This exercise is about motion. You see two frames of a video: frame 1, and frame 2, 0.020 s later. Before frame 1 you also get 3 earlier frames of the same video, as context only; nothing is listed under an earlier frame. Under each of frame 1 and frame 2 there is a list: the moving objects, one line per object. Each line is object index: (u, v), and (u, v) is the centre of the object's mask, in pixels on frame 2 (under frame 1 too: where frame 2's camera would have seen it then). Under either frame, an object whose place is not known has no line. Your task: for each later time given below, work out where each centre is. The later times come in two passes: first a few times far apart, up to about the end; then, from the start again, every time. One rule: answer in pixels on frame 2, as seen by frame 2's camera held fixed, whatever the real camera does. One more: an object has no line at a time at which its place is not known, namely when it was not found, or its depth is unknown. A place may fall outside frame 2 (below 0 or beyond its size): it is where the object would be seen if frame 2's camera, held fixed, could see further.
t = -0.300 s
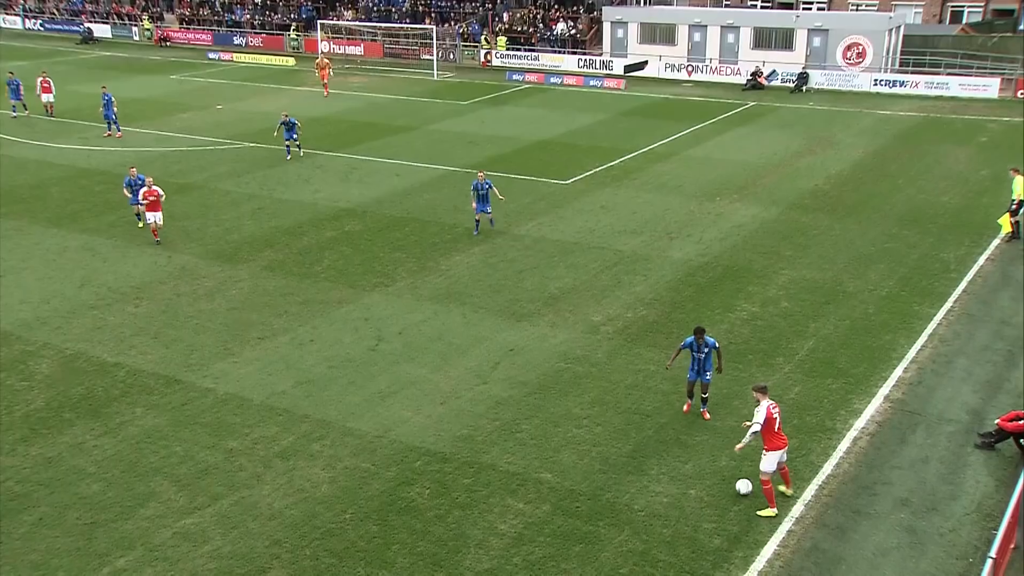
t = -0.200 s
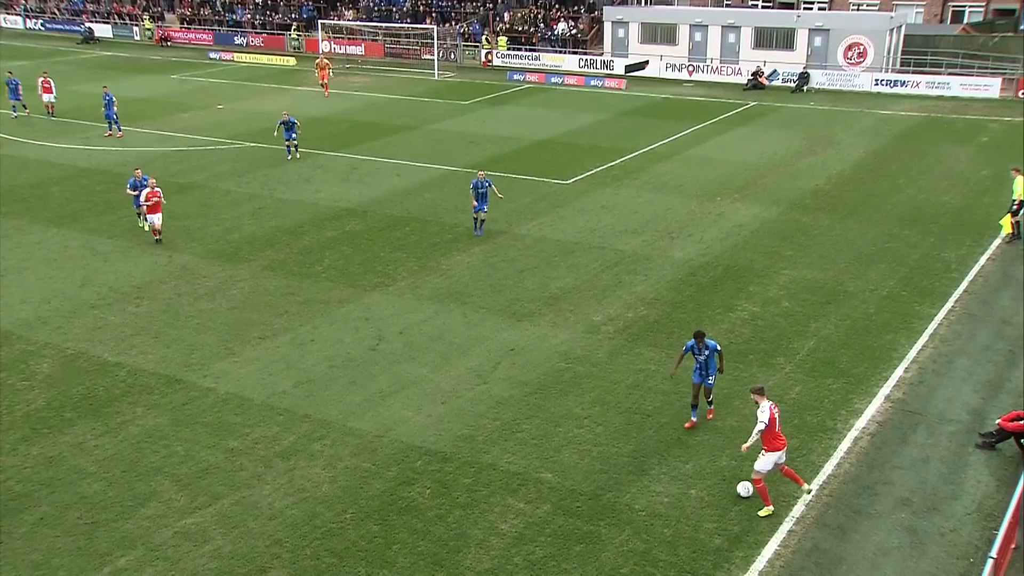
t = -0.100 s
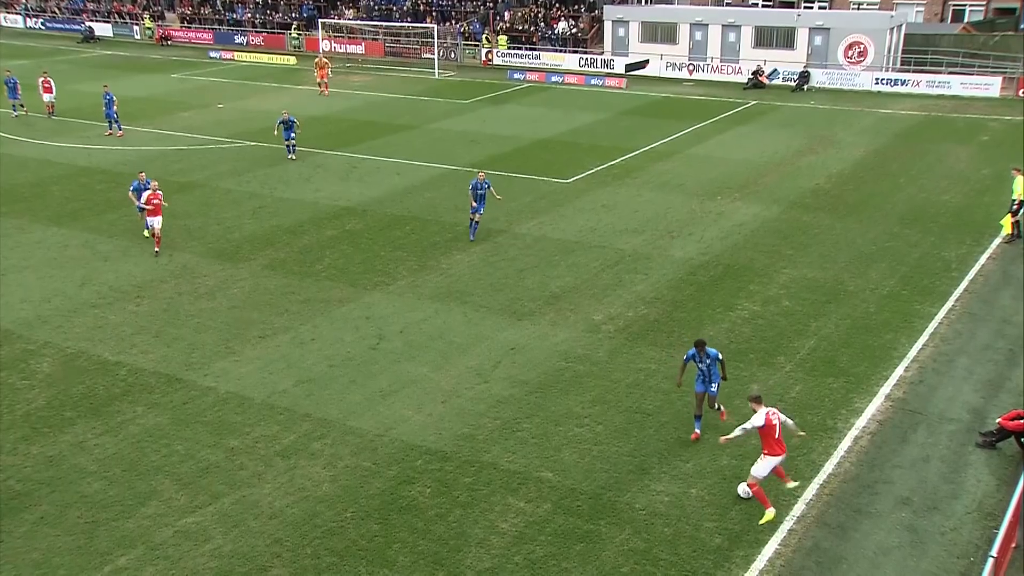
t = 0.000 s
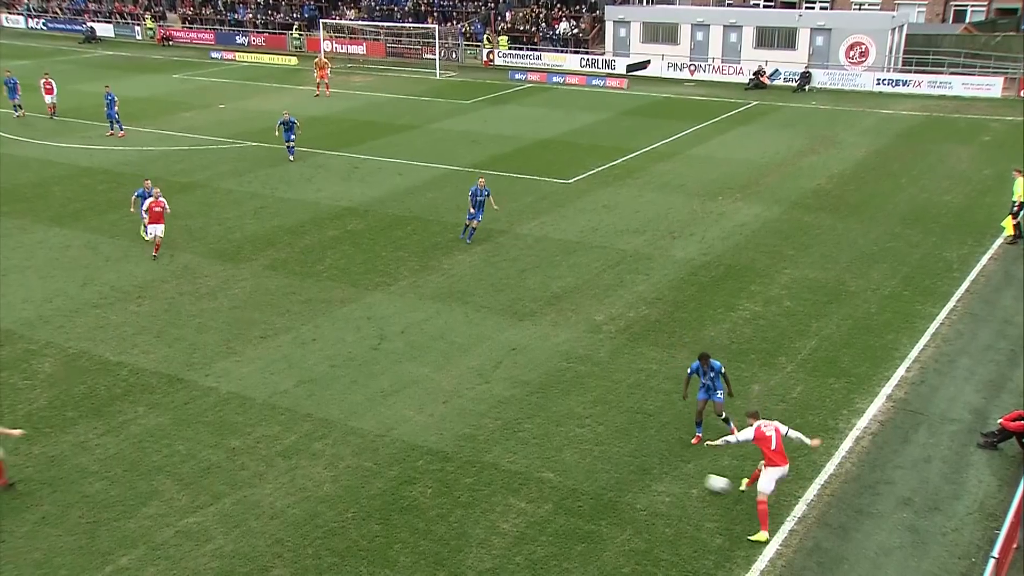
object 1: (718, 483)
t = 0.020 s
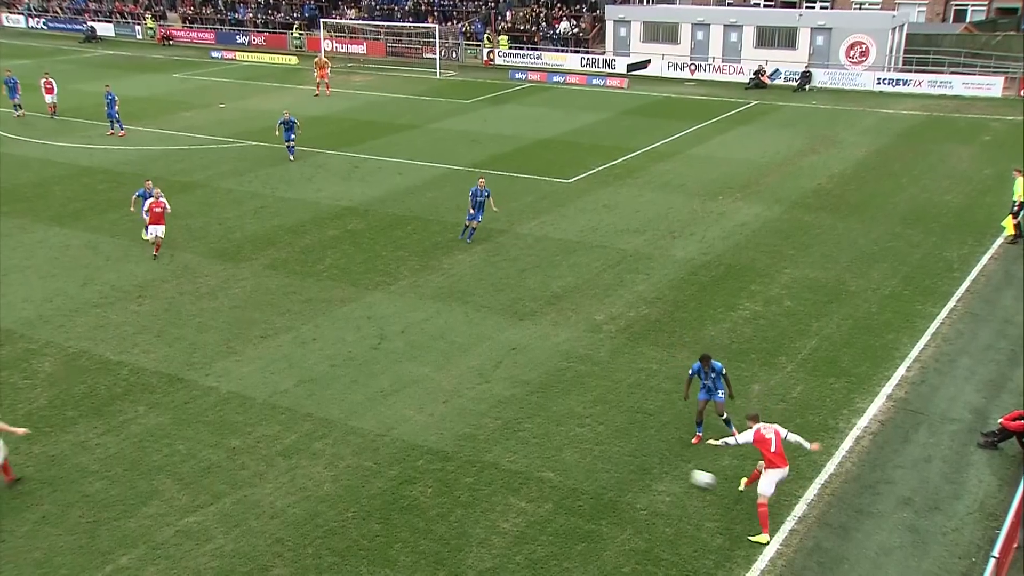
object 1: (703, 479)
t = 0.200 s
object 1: (576, 449)
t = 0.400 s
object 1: (460, 424)
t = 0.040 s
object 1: (687, 475)
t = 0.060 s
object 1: (672, 471)
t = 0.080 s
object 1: (658, 468)
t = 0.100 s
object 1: (644, 465)
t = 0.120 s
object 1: (629, 462)
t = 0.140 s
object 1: (615, 460)
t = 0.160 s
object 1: (601, 456)
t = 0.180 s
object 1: (588, 452)
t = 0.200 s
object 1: (576, 449)
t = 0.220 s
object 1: (564, 445)
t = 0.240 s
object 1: (551, 442)
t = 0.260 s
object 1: (540, 439)
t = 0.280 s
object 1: (528, 437)
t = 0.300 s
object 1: (517, 435)
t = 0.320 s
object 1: (504, 432)
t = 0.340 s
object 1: (493, 430)
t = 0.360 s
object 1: (482, 429)
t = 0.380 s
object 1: (471, 427)
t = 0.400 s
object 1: (460, 424)
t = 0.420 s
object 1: (450, 421)
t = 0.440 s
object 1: (440, 418)
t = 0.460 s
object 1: (430, 416)
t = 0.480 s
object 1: (420, 414)
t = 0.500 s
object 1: (411, 412)
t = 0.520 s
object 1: (402, 410)
